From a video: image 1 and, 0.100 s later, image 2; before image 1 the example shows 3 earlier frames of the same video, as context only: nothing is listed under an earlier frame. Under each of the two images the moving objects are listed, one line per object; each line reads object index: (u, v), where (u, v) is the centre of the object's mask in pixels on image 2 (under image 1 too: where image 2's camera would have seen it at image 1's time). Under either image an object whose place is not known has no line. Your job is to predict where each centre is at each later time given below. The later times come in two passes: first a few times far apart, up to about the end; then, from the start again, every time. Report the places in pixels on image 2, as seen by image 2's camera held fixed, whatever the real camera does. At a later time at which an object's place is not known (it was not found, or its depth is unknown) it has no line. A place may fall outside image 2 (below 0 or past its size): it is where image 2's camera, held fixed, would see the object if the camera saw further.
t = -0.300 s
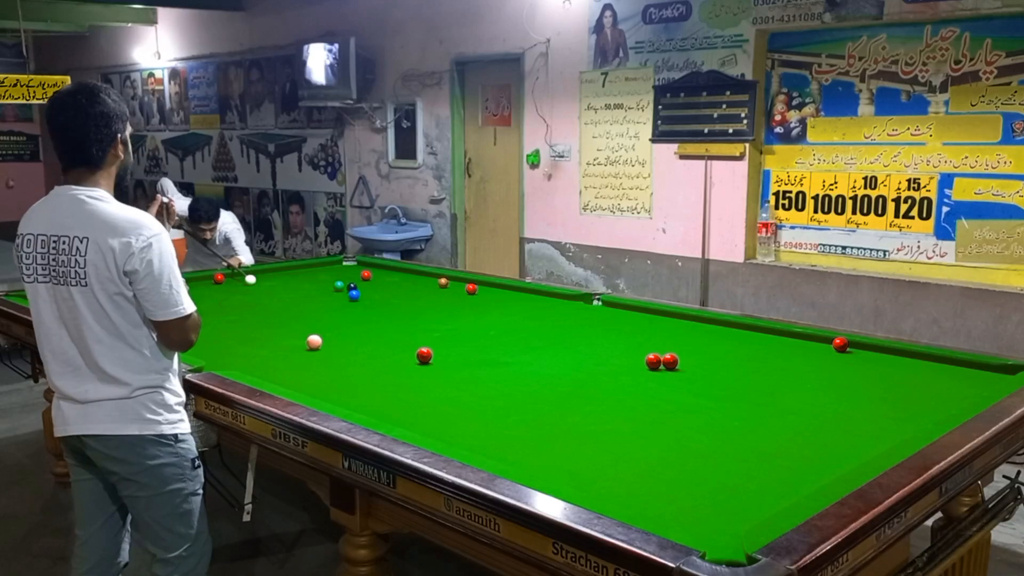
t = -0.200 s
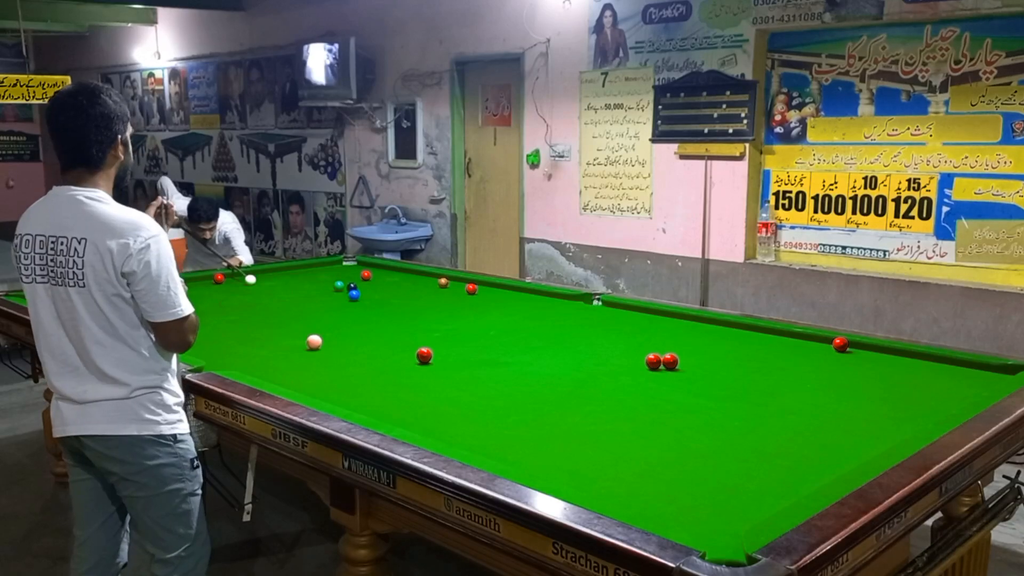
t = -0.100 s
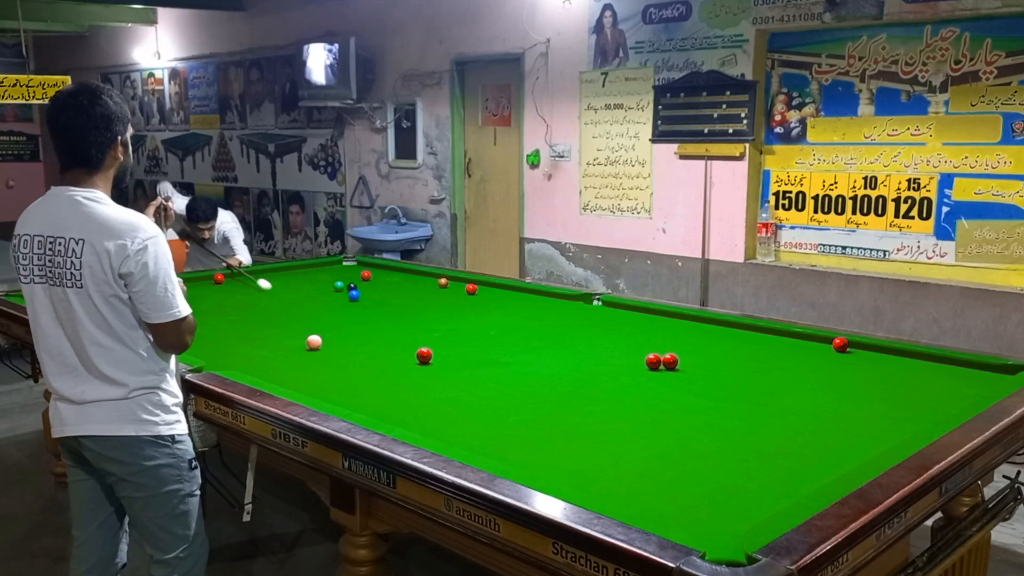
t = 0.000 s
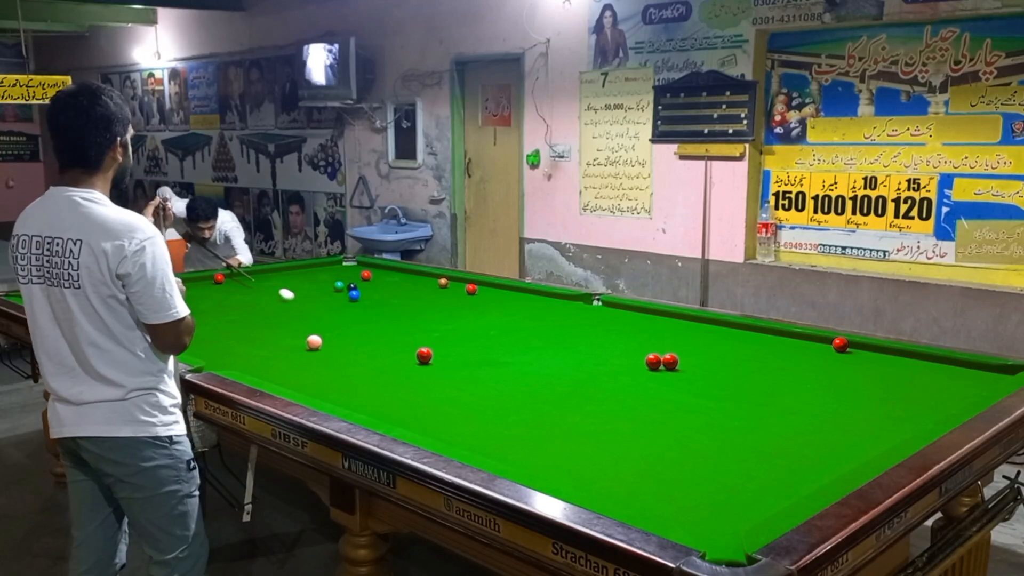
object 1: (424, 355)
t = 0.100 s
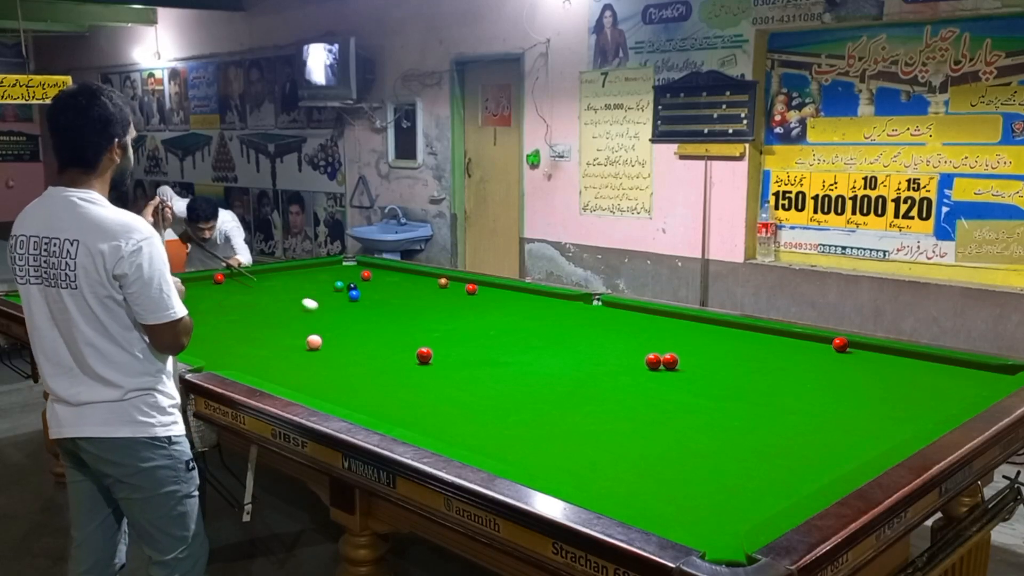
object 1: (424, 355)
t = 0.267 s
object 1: (424, 355)
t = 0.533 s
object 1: (442, 367)
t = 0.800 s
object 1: (507, 411)
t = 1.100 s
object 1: (601, 475)
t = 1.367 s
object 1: (725, 535)
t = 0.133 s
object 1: (424, 355)
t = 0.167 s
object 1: (424, 355)
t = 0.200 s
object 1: (424, 355)
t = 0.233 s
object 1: (424, 355)
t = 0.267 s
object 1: (424, 355)
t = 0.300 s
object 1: (424, 356)
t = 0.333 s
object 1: (424, 355)
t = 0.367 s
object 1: (424, 356)
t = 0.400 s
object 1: (424, 356)
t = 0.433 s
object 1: (424, 356)
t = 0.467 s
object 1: (427, 357)
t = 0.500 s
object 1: (434, 362)
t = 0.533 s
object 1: (442, 367)
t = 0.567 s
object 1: (451, 373)
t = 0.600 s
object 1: (459, 378)
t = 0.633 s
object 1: (467, 384)
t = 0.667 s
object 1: (475, 389)
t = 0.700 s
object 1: (483, 394)
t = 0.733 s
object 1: (491, 400)
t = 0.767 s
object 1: (499, 405)
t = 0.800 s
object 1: (507, 411)
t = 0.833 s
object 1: (516, 417)
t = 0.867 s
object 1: (525, 423)
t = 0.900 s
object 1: (534, 429)
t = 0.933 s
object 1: (544, 436)
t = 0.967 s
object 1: (554, 443)
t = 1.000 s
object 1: (566, 450)
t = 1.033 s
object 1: (577, 458)
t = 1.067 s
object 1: (589, 466)
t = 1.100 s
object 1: (601, 475)
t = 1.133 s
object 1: (614, 483)
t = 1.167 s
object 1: (628, 492)
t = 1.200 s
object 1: (643, 501)
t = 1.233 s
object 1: (658, 509)
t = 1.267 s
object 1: (675, 518)
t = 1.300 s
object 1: (696, 527)
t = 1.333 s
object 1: (715, 534)
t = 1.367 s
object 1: (725, 535)
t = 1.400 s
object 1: (710, 531)
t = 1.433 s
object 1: (697, 525)
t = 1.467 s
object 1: (684, 520)
